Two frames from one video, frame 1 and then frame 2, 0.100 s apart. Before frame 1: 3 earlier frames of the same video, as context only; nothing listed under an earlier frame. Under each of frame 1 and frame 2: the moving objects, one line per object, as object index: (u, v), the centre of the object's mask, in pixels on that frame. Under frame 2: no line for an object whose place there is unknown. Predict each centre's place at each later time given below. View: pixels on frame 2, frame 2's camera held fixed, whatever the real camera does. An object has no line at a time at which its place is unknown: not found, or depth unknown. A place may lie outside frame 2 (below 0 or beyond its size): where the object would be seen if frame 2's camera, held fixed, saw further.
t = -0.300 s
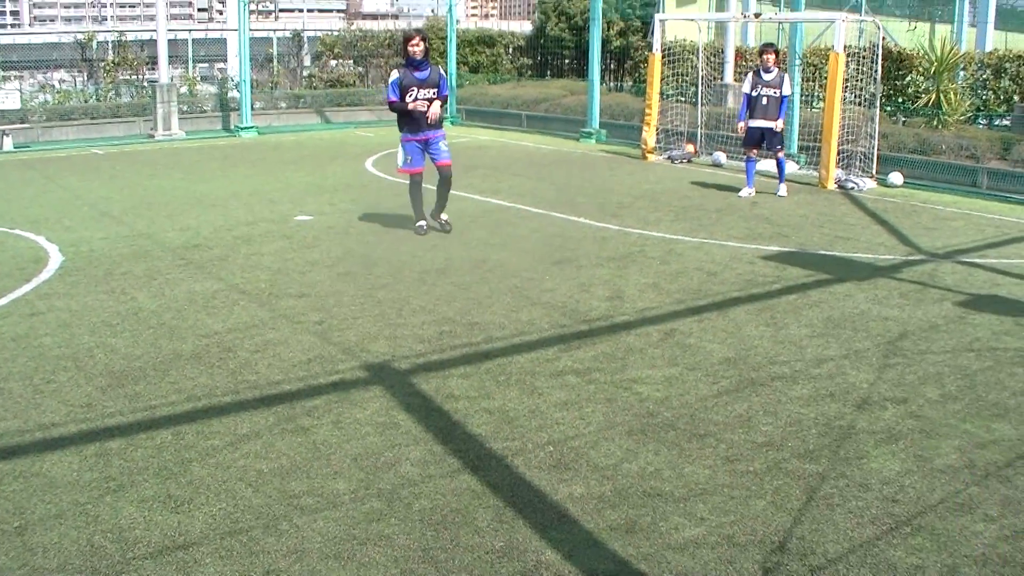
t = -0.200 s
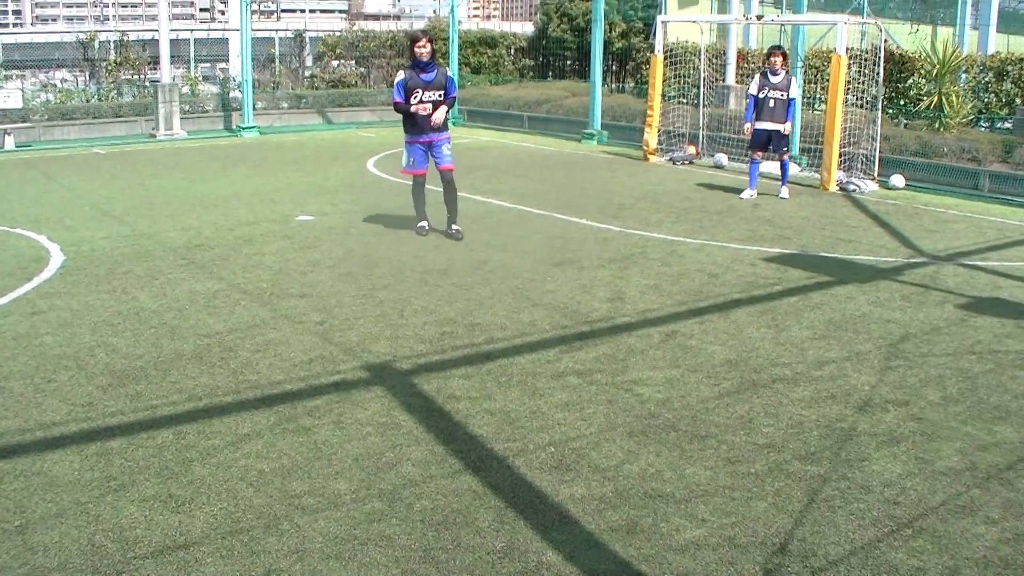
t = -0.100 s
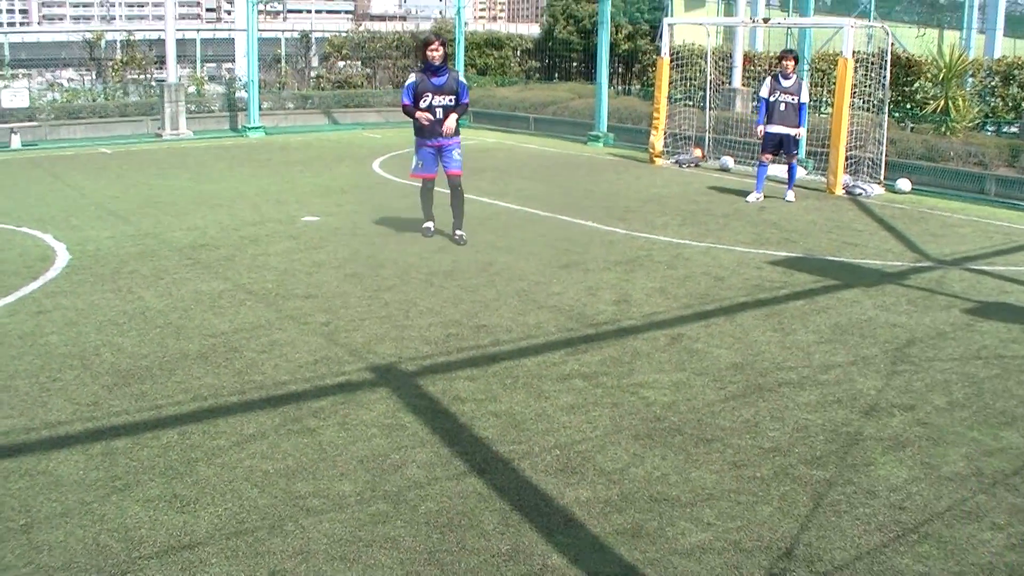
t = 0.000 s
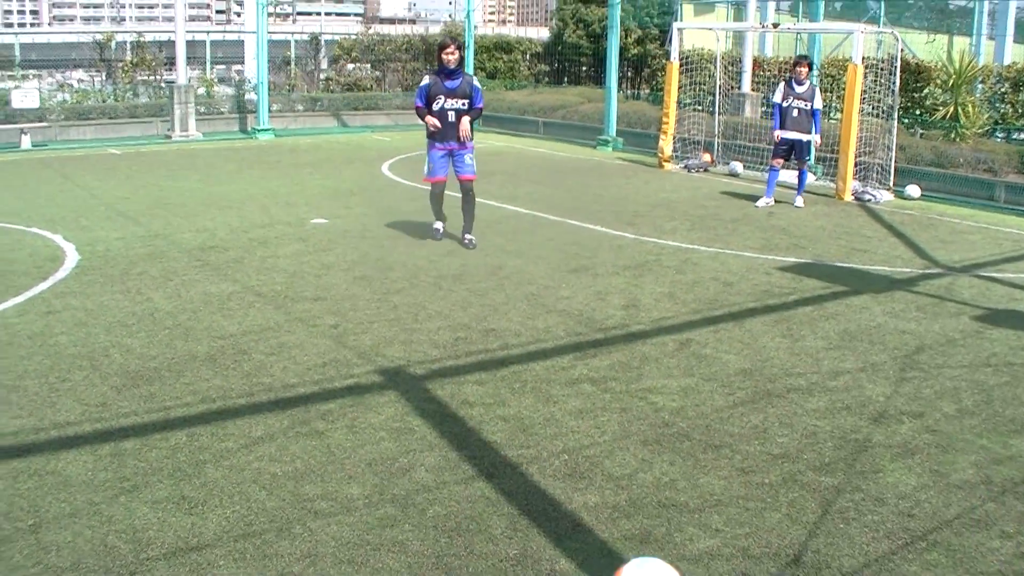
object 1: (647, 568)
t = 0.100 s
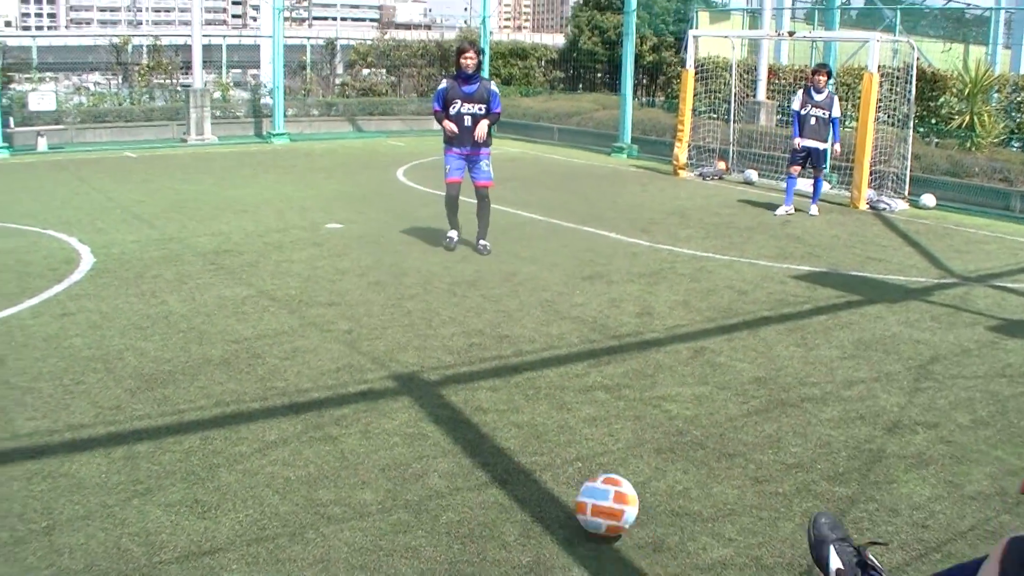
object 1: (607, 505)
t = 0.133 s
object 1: (593, 485)
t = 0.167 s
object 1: (583, 460)
